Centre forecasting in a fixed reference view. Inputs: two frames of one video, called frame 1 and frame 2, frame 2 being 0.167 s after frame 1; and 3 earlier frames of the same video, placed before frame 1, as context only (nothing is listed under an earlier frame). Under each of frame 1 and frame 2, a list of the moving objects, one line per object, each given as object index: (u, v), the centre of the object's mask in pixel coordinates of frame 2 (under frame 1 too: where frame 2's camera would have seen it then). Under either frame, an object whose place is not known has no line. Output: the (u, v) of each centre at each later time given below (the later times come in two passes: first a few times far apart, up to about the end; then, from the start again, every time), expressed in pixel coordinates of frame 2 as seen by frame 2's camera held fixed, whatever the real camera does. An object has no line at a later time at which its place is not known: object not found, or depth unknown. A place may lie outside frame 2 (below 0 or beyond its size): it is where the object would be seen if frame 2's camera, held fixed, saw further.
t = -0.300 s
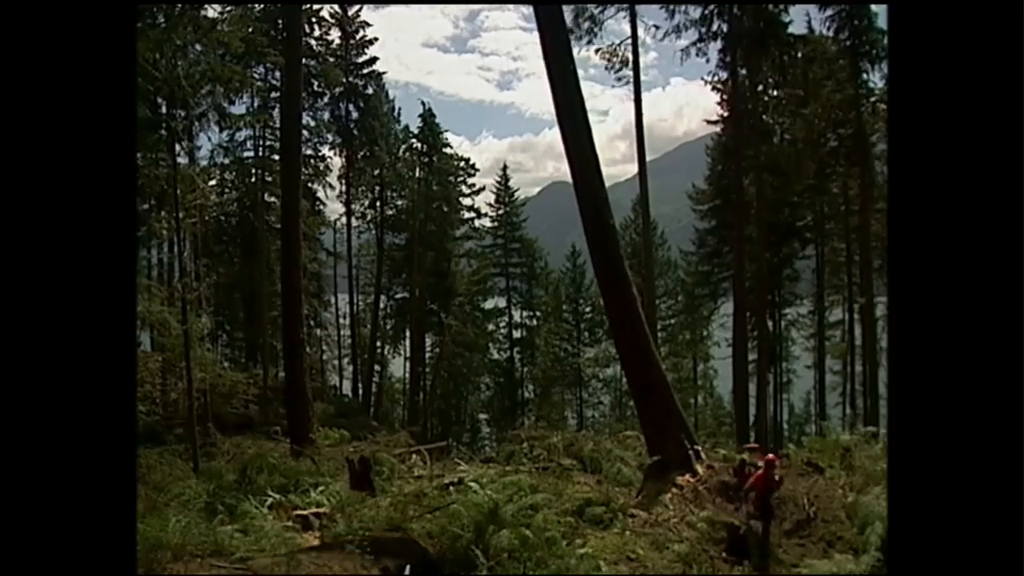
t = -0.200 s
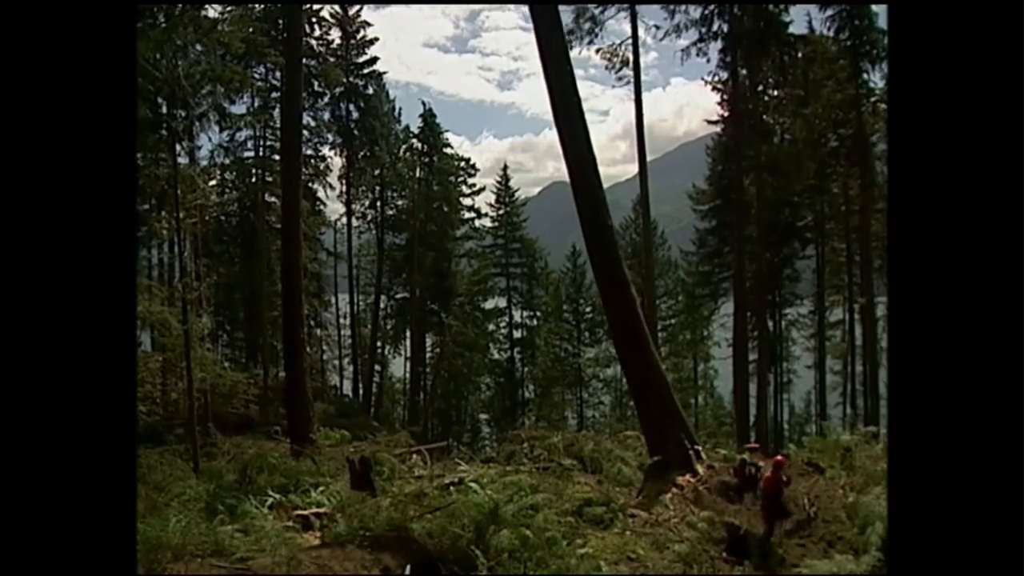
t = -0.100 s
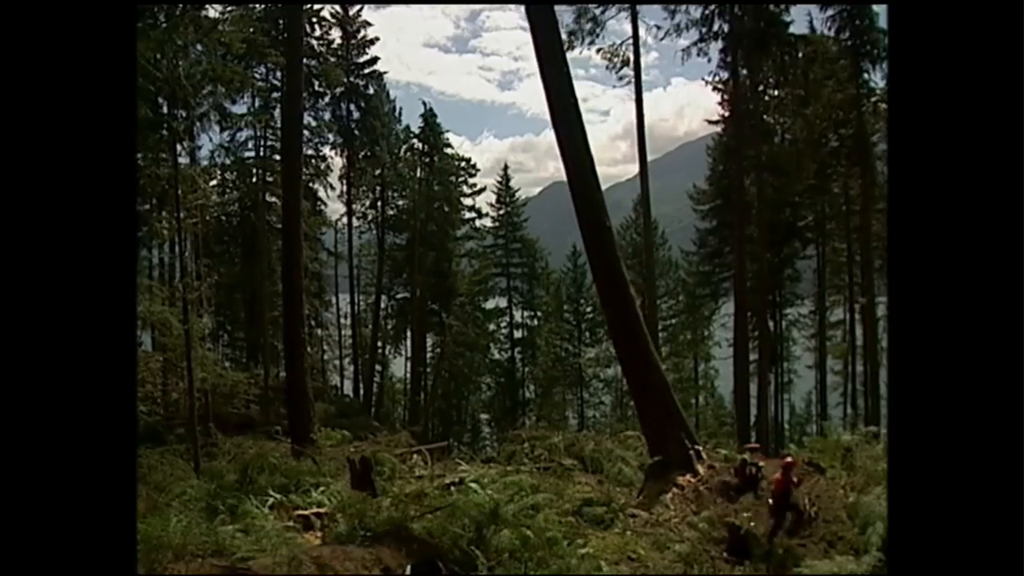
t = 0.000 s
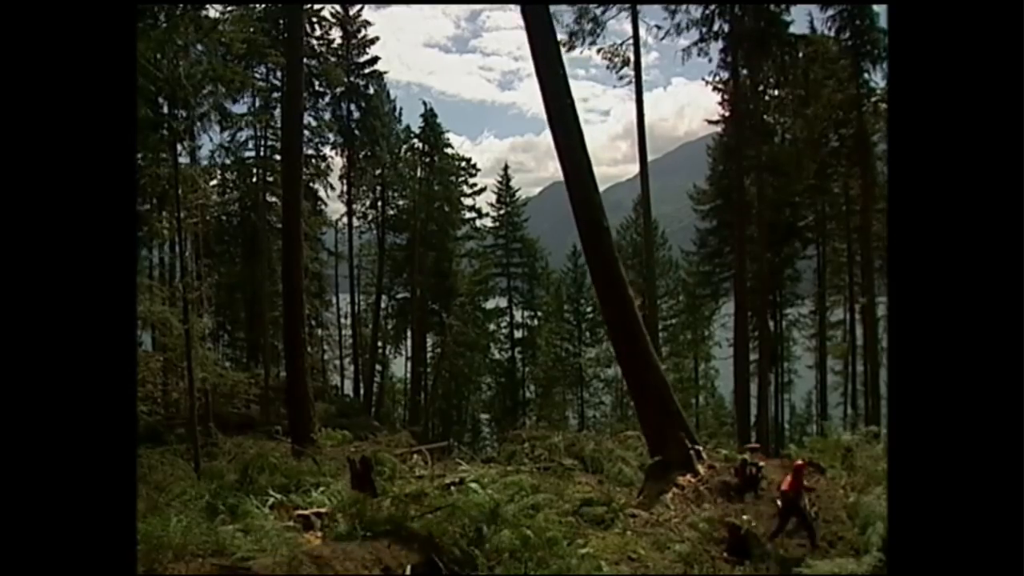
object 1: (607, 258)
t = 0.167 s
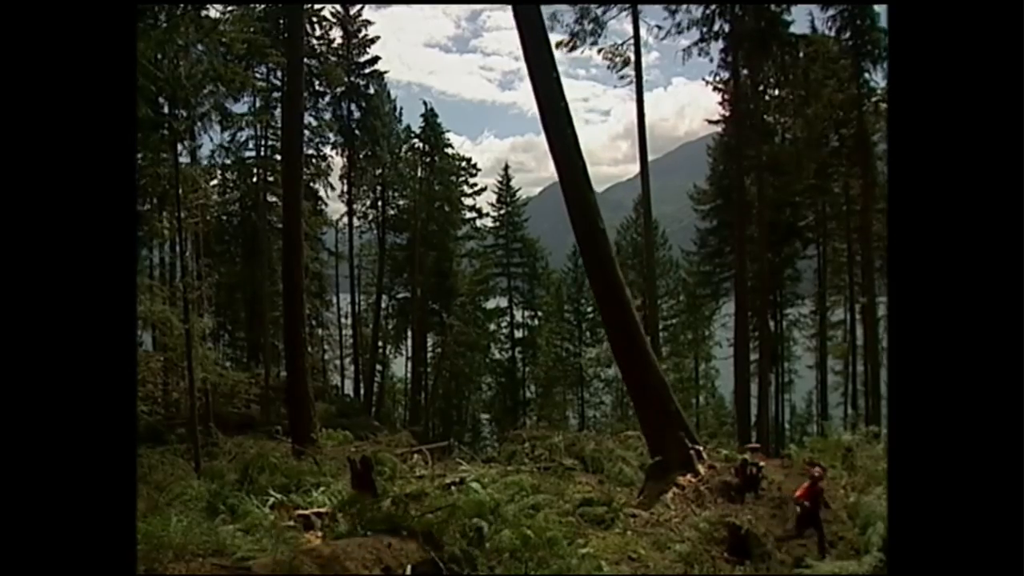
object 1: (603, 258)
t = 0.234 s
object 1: (602, 259)
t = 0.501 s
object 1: (597, 261)
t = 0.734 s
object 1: (593, 264)
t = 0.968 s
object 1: (587, 264)
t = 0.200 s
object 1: (603, 258)
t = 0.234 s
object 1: (602, 259)
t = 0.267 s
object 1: (601, 259)
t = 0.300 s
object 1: (600, 259)
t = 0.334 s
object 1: (600, 259)
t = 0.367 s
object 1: (599, 259)
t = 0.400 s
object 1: (598, 260)
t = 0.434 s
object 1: (598, 261)
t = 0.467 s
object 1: (598, 262)
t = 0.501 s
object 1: (597, 261)
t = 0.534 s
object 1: (597, 263)
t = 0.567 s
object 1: (595, 260)
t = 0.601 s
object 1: (594, 259)
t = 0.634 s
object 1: (595, 262)
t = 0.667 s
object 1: (593, 260)
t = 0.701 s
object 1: (594, 263)
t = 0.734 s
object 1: (593, 264)
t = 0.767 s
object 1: (592, 263)
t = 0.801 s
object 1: (592, 265)
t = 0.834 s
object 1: (590, 261)
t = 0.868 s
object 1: (591, 268)
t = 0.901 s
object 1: (590, 268)
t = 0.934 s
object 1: (588, 263)
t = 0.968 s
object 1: (587, 264)
